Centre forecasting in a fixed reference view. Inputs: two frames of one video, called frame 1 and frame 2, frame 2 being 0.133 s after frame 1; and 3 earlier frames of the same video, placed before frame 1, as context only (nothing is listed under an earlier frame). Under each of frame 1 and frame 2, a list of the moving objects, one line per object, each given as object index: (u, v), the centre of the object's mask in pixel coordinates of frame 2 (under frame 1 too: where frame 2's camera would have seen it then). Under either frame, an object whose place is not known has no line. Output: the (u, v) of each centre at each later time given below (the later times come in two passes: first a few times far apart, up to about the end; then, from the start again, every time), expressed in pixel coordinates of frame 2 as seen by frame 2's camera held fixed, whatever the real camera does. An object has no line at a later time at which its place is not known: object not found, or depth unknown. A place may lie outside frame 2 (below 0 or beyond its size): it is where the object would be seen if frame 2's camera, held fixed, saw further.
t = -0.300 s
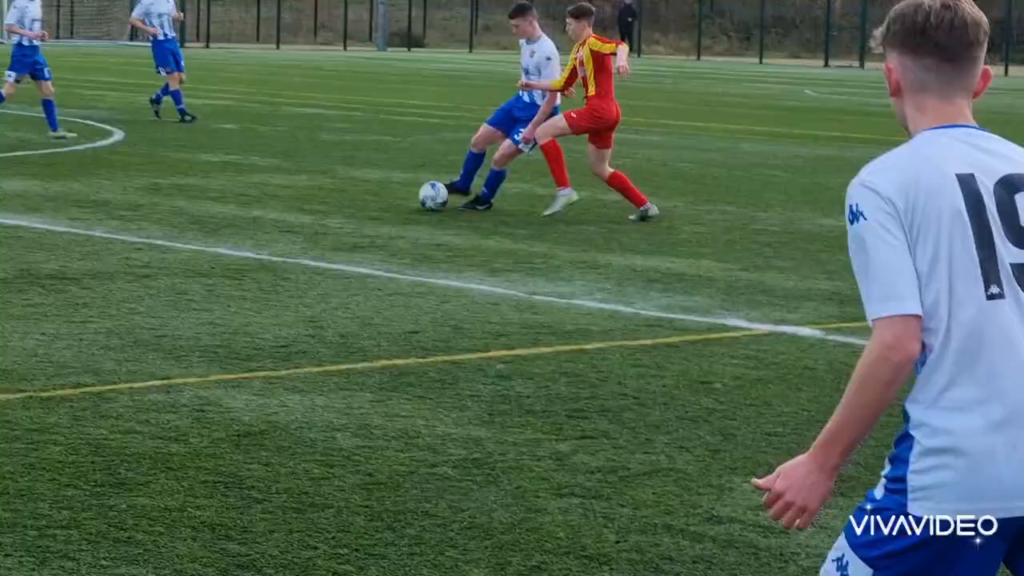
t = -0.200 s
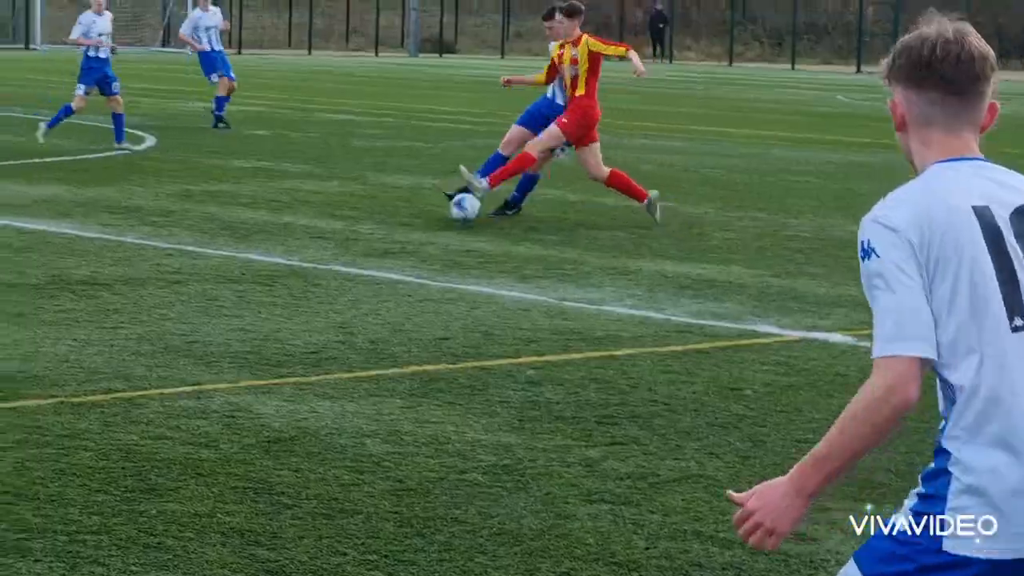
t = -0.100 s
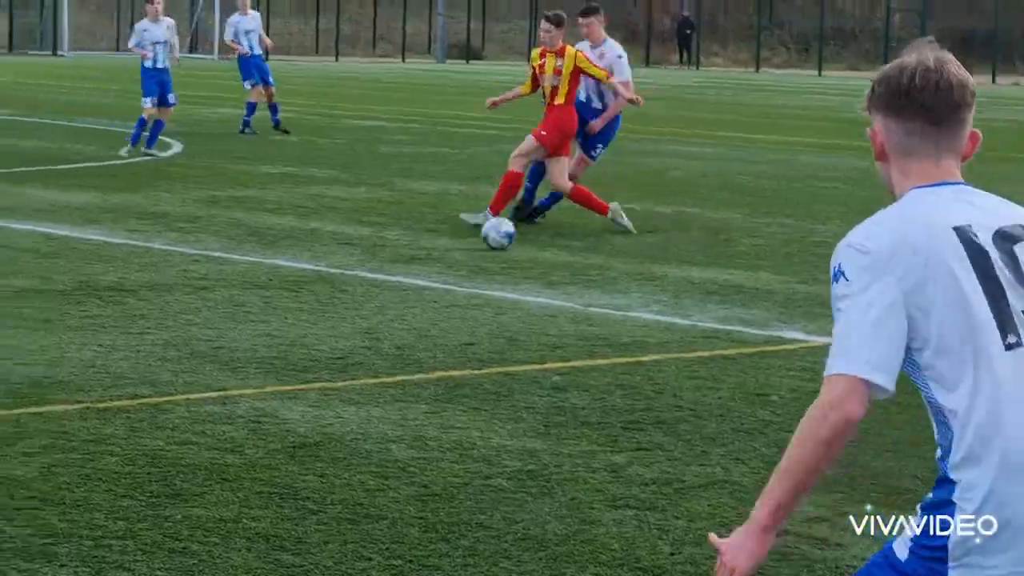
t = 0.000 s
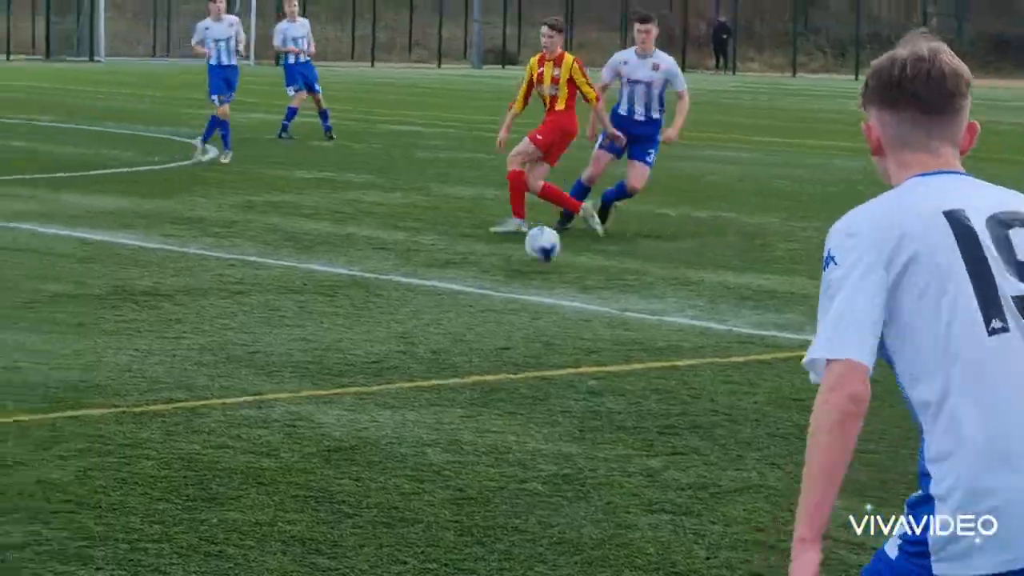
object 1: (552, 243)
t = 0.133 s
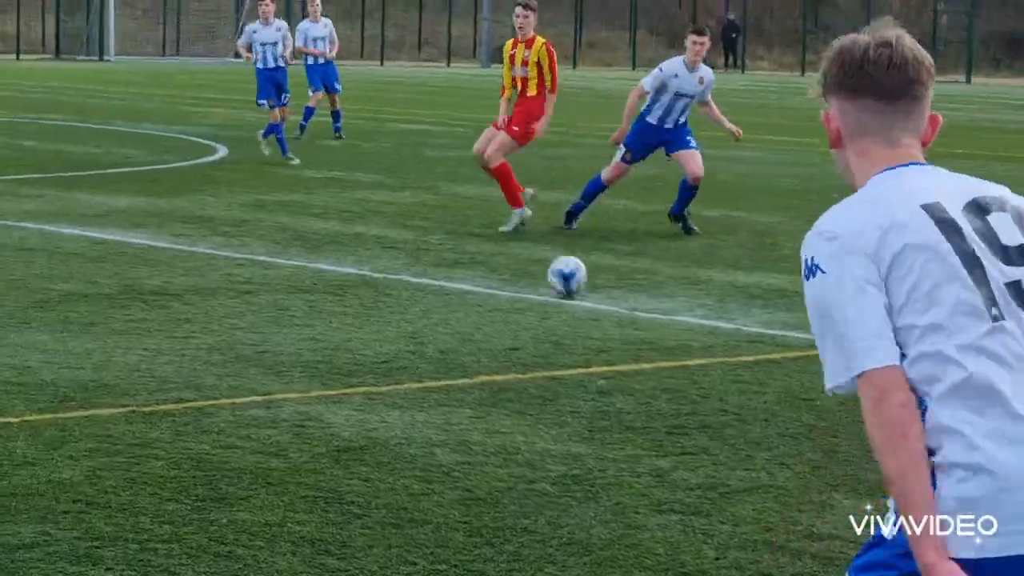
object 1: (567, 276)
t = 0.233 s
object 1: (588, 305)
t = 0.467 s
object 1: (639, 359)
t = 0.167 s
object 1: (577, 285)
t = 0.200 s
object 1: (582, 293)
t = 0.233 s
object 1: (588, 305)
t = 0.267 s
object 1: (595, 312)
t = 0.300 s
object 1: (600, 312)
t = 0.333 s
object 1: (607, 314)
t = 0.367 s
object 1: (615, 321)
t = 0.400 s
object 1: (622, 329)
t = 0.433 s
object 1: (630, 343)
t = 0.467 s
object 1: (639, 359)
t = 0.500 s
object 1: (647, 360)
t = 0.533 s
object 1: (656, 361)
